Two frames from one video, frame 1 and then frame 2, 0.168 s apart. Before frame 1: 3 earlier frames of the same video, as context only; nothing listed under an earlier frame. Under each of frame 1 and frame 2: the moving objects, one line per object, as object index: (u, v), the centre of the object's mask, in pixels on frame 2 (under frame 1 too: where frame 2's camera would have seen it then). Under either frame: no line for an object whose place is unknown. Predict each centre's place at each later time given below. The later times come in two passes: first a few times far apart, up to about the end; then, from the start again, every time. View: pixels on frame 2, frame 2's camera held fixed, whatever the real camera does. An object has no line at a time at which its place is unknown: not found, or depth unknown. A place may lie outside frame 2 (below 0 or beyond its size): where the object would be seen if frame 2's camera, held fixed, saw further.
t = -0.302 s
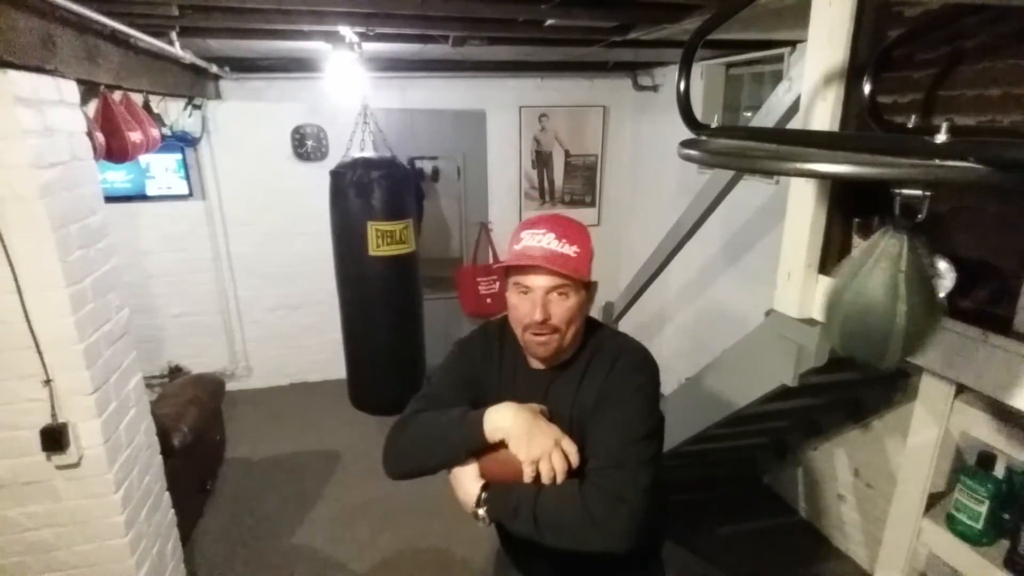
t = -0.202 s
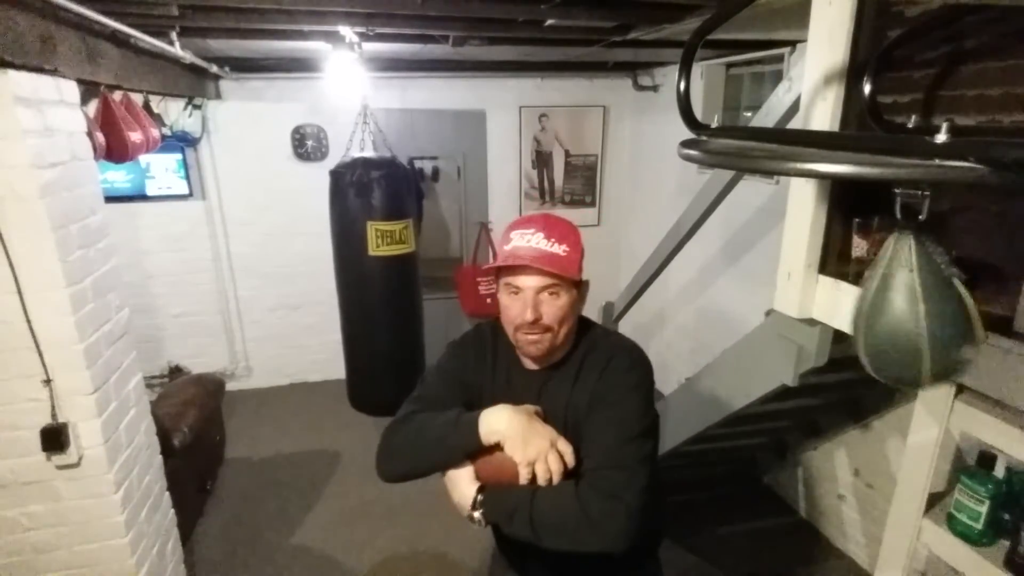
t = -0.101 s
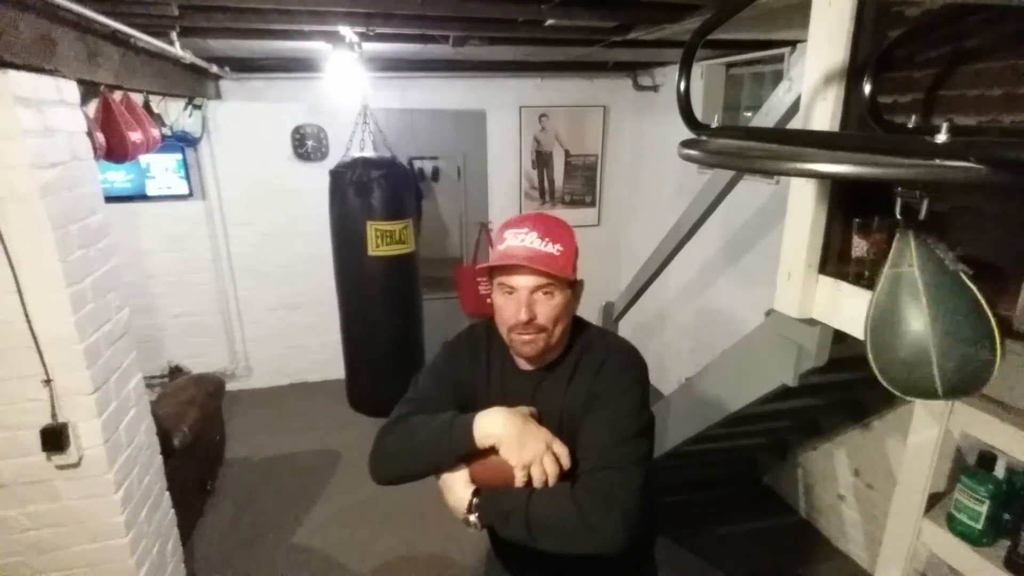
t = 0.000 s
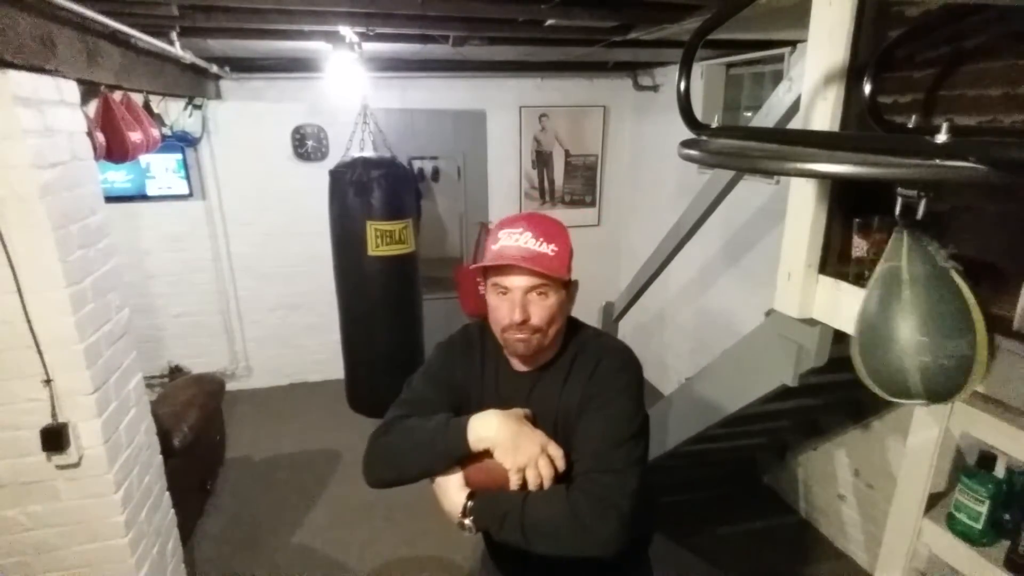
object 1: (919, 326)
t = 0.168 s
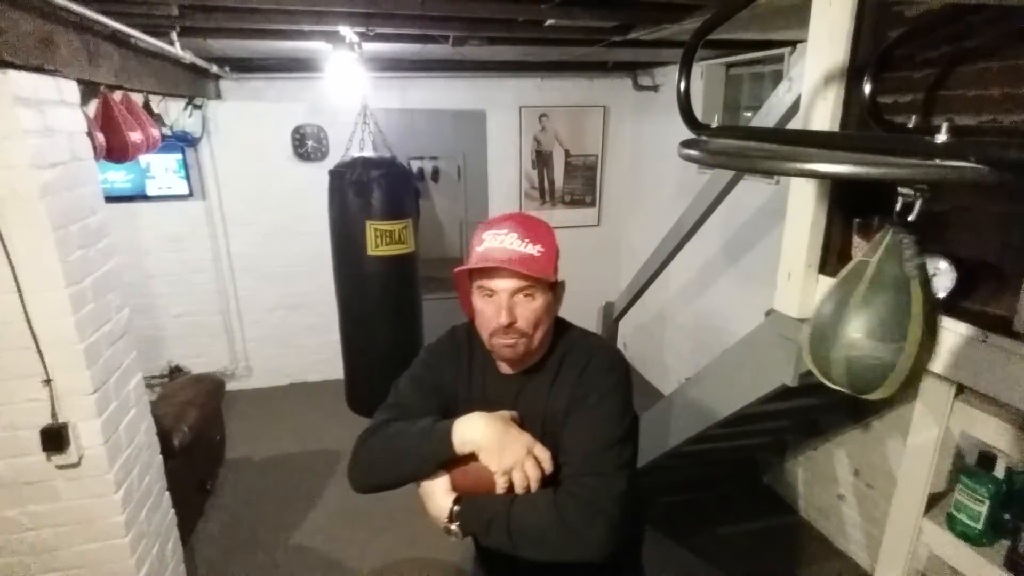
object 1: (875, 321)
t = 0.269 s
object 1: (859, 312)
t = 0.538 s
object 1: (888, 307)
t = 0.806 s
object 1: (927, 324)
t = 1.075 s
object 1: (882, 319)
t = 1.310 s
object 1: (880, 308)
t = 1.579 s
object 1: (911, 320)
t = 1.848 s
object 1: (888, 322)
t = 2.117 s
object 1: (872, 312)
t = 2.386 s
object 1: (892, 316)
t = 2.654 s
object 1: (892, 322)
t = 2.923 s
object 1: (884, 317)
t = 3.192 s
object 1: (898, 319)
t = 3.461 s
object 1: (892, 319)
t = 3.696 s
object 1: (882, 316)
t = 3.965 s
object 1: (892, 318)
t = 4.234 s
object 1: (899, 321)
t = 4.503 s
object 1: (887, 317)
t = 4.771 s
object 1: (887, 317)
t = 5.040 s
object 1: (899, 321)
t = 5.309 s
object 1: (893, 319)
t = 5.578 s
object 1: (885, 316)
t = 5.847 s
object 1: (895, 320)
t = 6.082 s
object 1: (898, 321)
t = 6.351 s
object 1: (887, 317)
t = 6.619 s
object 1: (888, 317)
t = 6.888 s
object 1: (898, 321)
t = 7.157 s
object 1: (892, 318)
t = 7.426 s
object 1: (885, 316)
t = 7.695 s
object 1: (895, 320)
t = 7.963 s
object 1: (896, 320)
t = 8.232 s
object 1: (886, 317)
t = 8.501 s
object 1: (890, 318)
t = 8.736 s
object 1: (898, 321)
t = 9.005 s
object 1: (891, 318)
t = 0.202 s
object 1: (868, 319)
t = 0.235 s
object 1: (863, 315)
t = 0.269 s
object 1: (859, 312)
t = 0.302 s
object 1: (857, 309)
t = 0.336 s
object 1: (858, 306)
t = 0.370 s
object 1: (860, 304)
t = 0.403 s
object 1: (863, 303)
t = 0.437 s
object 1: (868, 302)
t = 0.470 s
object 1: (874, 303)
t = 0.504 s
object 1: (881, 305)
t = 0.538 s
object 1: (888, 307)
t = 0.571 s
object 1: (896, 310)
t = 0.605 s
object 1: (902, 312)
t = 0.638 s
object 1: (910, 314)
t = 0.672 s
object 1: (916, 317)
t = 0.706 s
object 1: (920, 320)
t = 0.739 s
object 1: (925, 321)
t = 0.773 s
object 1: (927, 323)
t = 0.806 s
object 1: (927, 324)
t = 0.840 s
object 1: (925, 325)
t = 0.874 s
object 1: (921, 325)
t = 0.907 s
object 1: (914, 325)
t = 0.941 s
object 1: (907, 325)
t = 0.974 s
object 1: (900, 325)
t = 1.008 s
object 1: (892, 324)
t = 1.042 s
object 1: (886, 322)
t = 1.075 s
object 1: (882, 319)
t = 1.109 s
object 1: (878, 317)
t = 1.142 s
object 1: (875, 315)
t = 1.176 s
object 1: (873, 313)
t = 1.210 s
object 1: (873, 310)
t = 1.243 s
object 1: (874, 309)
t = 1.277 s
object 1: (876, 309)
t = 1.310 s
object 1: (880, 308)
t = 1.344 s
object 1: (884, 309)
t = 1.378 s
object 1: (890, 309)
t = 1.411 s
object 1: (894, 310)
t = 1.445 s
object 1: (898, 312)
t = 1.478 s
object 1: (903, 314)
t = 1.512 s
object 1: (907, 316)
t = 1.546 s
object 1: (909, 318)
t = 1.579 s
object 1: (911, 320)
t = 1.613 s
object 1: (912, 322)
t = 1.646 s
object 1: (911, 323)
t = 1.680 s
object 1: (908, 324)
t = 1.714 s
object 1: (905, 324)
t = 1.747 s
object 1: (901, 324)
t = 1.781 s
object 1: (897, 324)
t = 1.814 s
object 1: (892, 323)
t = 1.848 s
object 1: (888, 322)
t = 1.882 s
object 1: (884, 320)
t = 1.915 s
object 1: (881, 319)
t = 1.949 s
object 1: (877, 318)
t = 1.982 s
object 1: (875, 317)
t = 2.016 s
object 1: (873, 315)
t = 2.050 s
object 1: (872, 315)
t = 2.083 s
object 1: (871, 313)
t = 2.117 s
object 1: (872, 312)
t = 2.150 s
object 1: (873, 312)
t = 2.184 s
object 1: (875, 312)
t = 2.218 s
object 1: (877, 312)
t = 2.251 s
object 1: (880, 312)
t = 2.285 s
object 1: (883, 313)
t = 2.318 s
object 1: (886, 314)
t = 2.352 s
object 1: (889, 315)
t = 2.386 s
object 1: (892, 316)
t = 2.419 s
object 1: (894, 318)
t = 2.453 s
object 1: (897, 319)
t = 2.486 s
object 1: (898, 320)
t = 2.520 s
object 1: (898, 321)
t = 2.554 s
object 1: (898, 322)
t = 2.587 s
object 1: (896, 322)
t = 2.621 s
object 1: (894, 322)
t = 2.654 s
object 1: (892, 322)
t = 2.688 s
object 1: (889, 322)
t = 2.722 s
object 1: (887, 321)
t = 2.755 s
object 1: (885, 321)
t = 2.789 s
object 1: (884, 320)
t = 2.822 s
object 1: (883, 319)
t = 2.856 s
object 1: (883, 319)
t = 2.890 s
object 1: (883, 318)
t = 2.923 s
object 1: (884, 317)
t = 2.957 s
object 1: (885, 317)
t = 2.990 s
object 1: (887, 317)
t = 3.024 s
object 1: (889, 317)
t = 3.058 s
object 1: (891, 317)
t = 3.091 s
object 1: (893, 317)
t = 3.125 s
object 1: (895, 318)
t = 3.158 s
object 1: (897, 318)
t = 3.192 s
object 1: (898, 319)
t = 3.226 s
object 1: (899, 319)
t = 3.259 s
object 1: (900, 319)
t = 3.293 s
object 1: (899, 320)
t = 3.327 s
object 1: (898, 319)
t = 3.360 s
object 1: (898, 319)
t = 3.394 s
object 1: (896, 319)
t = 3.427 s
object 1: (894, 319)
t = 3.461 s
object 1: (892, 319)
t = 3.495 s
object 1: (890, 318)
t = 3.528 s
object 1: (888, 318)
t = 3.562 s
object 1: (886, 318)
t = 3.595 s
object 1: (884, 318)
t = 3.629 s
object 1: (883, 317)
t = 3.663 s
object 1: (882, 317)
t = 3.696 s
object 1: (882, 316)
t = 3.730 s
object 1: (881, 316)
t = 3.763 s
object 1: (882, 316)
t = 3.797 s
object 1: (883, 316)
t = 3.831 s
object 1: (884, 316)
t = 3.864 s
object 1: (886, 317)
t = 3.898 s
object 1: (888, 317)
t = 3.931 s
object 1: (890, 317)
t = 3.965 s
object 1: (892, 318)
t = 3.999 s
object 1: (894, 318)
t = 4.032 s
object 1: (896, 319)
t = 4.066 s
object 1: (897, 320)
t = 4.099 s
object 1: (898, 320)
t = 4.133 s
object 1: (899, 320)
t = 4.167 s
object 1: (900, 321)
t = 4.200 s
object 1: (900, 321)
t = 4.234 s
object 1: (899, 321)
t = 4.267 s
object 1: (899, 320)
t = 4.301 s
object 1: (897, 320)
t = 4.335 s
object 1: (896, 319)
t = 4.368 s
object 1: (894, 319)
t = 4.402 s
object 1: (893, 318)
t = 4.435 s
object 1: (891, 318)
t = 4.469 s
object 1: (889, 317)
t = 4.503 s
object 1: (887, 317)
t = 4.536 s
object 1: (886, 316)
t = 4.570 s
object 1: (885, 316)
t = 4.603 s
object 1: (884, 316)
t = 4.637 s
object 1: (884, 316)
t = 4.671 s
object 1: (884, 316)
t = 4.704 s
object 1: (885, 316)
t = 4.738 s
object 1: (886, 316)
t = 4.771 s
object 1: (887, 317)
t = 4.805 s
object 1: (888, 317)
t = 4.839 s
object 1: (890, 318)
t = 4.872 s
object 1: (892, 318)
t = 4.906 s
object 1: (894, 319)
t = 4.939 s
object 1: (895, 319)
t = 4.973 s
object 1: (897, 320)
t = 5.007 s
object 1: (898, 320)
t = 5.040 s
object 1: (899, 321)
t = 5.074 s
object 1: (899, 321)
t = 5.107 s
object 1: (899, 321)
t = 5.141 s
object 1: (899, 321)
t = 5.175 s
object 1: (898, 321)
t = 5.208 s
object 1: (897, 320)
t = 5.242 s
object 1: (896, 320)
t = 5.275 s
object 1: (894, 319)
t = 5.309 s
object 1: (893, 319)
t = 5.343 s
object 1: (891, 318)
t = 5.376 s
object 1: (890, 318)
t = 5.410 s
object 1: (888, 317)
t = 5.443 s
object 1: (887, 317)
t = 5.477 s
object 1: (886, 317)
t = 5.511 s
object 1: (885, 316)
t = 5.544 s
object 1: (885, 316)
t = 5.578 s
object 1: (885, 316)
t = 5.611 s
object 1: (885, 317)
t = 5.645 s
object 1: (886, 317)
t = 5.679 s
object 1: (887, 317)
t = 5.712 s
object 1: (888, 317)
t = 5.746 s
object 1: (890, 318)
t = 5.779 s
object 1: (891, 318)
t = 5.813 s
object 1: (893, 319)
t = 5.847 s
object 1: (895, 320)
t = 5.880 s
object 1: (896, 320)
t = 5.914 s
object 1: (897, 321)
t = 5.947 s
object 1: (898, 321)
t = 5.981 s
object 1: (898, 321)
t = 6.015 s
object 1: (898, 321)
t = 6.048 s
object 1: (898, 321)
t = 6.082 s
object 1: (898, 321)
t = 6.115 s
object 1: (897, 320)
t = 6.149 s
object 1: (896, 320)
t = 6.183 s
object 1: (895, 319)
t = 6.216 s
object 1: (893, 319)
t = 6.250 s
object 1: (892, 318)
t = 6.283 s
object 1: (890, 318)
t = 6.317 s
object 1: (889, 318)
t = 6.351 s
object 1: (887, 317)
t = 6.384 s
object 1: (886, 317)
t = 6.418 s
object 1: (885, 316)
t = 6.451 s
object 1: (885, 316)
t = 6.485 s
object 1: (885, 316)
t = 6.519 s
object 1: (885, 316)
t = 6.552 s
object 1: (886, 317)
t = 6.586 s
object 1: (887, 317)
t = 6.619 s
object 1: (888, 317)
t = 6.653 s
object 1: (889, 318)
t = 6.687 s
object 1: (891, 318)
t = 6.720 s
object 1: (893, 319)
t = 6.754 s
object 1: (894, 319)
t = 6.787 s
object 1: (896, 320)
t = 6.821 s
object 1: (897, 320)
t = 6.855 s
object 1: (898, 321)
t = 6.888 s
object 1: (898, 321)
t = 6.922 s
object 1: (898, 321)
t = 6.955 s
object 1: (898, 321)
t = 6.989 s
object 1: (898, 321)
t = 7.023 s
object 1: (897, 320)
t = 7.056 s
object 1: (896, 320)
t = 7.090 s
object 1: (895, 319)
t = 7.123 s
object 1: (894, 319)
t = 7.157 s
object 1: (892, 318)
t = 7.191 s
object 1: (890, 318)
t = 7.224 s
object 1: (889, 317)
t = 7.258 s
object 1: (888, 317)
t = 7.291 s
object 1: (887, 317)
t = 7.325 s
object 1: (886, 316)
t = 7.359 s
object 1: (885, 316)
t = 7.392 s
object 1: (885, 316)
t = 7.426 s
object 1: (885, 316)
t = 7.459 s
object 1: (886, 316)
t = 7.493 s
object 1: (887, 317)
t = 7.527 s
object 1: (888, 318)
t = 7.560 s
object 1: (889, 318)
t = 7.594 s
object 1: (891, 318)
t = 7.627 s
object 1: (892, 319)
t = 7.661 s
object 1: (894, 319)
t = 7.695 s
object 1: (895, 320)
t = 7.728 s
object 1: (896, 320)
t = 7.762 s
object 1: (897, 320)
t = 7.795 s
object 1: (898, 321)
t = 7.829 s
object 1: (898, 321)
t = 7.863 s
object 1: (898, 321)
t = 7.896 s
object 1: (898, 321)
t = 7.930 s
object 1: (897, 320)
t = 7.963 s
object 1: (896, 320)
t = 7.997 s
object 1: (895, 320)
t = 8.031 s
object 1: (894, 319)
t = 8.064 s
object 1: (892, 319)
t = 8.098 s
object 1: (891, 318)
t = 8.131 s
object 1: (889, 318)
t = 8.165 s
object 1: (888, 317)
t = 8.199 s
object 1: (887, 317)
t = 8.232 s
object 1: (886, 317)
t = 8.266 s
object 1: (885, 317)
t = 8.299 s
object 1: (885, 317)
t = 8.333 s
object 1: (886, 317)
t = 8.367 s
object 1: (886, 317)
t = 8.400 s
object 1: (887, 317)
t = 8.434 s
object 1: (888, 317)
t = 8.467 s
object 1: (889, 318)
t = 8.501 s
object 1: (890, 318)
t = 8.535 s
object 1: (892, 319)
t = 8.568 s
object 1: (893, 319)
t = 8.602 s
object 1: (895, 320)
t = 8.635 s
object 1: (896, 320)
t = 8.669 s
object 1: (897, 320)
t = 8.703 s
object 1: (898, 321)
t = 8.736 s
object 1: (898, 321)
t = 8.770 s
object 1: (898, 321)
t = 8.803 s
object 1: (898, 321)
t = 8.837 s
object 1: (897, 321)
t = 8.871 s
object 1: (896, 320)
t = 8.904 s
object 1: (895, 320)
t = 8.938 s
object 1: (894, 319)
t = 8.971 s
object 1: (893, 319)
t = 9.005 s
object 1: (891, 318)
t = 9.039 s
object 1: (890, 318)
